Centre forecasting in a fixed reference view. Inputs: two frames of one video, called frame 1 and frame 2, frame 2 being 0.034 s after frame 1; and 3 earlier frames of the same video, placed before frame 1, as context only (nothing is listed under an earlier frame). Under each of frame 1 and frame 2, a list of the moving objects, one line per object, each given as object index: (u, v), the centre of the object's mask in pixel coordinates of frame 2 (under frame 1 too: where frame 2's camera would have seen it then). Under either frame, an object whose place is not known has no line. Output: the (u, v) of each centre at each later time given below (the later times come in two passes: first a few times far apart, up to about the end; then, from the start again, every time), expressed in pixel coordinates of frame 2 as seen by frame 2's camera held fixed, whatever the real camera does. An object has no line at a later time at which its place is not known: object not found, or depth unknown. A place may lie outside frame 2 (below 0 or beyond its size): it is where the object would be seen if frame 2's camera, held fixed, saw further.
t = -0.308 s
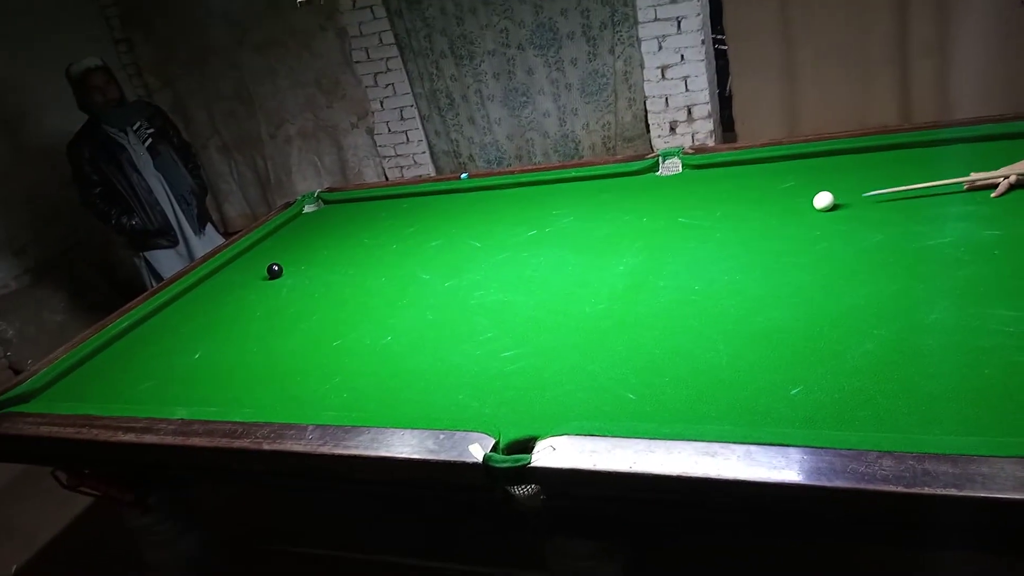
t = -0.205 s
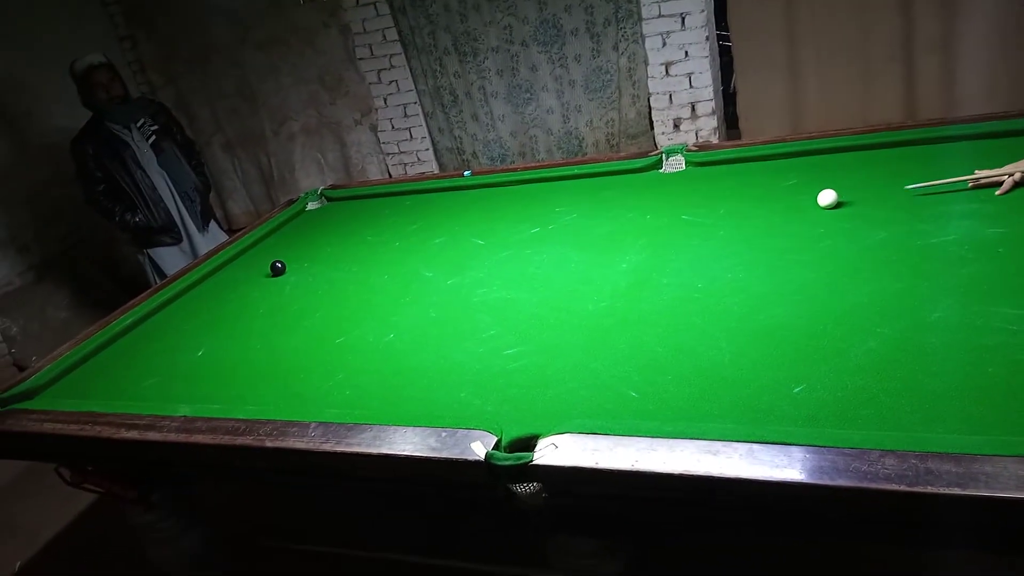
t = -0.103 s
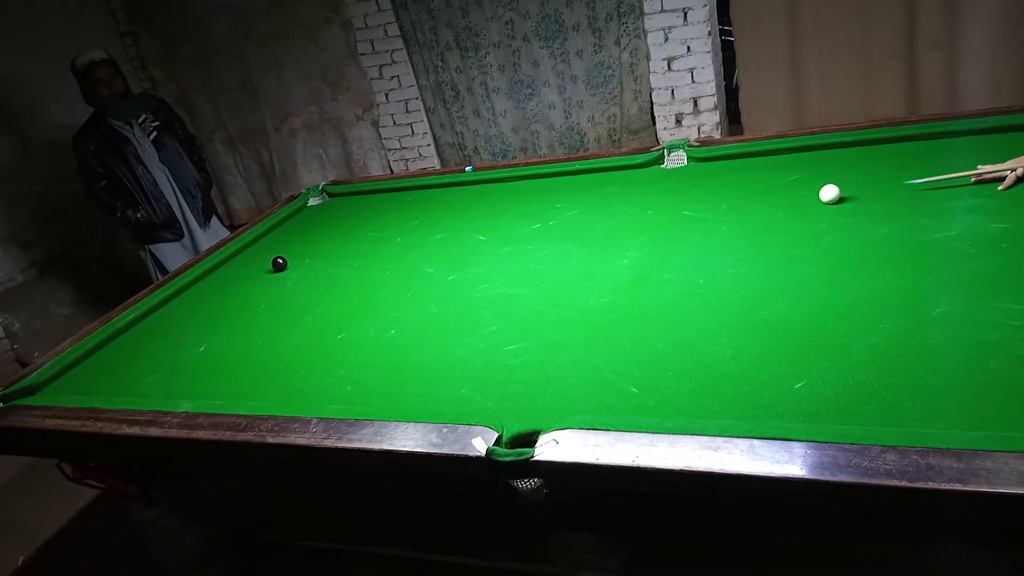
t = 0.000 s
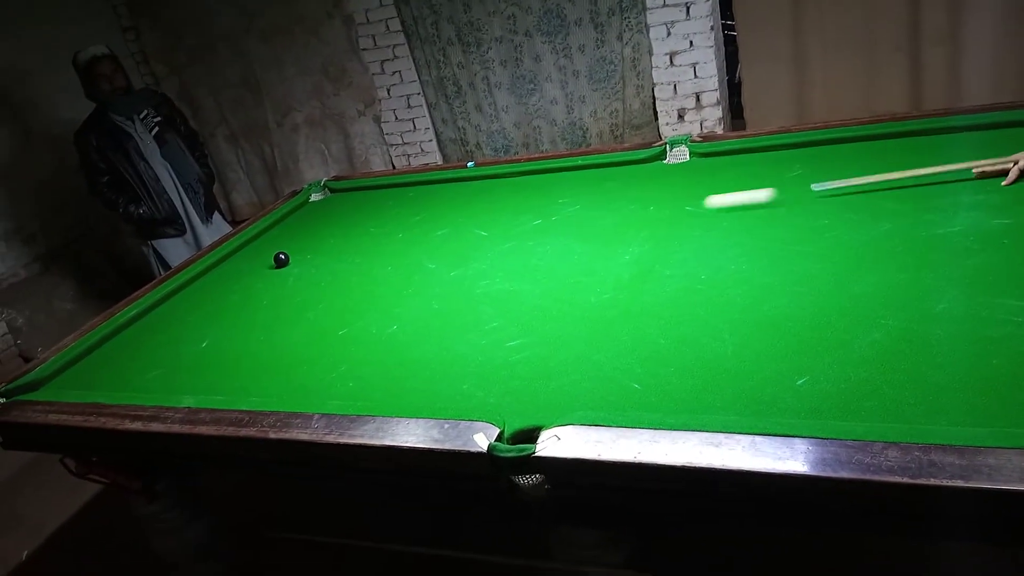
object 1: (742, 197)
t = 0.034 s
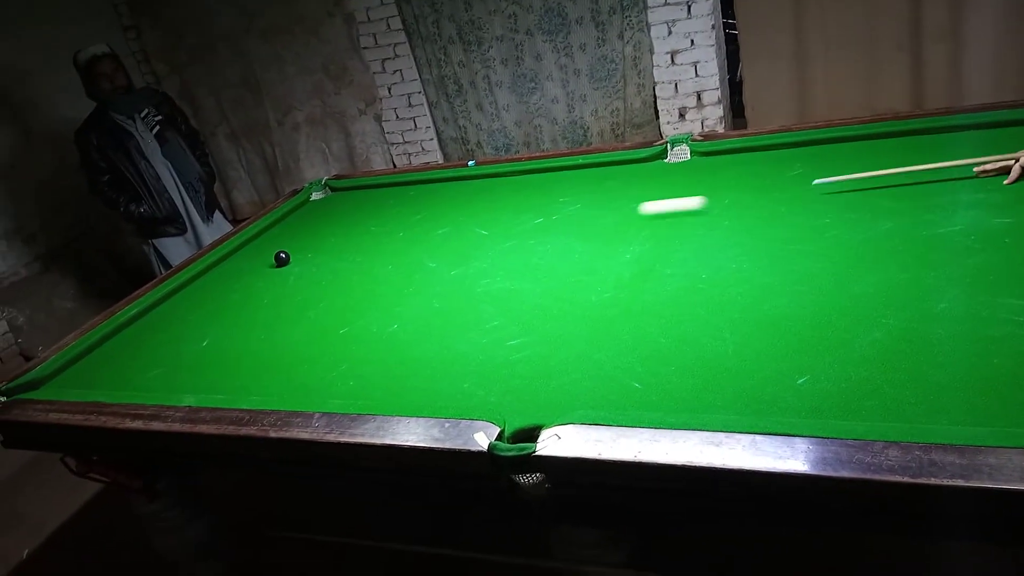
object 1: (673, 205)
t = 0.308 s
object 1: (278, 246)
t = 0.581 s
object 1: (397, 209)
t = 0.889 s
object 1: (583, 169)
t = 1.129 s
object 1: (705, 164)
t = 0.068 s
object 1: (608, 213)
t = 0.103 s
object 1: (549, 220)
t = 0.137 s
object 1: (495, 227)
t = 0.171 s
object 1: (442, 233)
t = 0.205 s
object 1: (393, 239)
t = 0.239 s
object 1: (347, 244)
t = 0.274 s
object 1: (306, 248)
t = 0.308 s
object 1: (278, 246)
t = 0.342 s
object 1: (260, 242)
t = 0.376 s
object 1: (260, 237)
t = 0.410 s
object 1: (284, 232)
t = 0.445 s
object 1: (309, 227)
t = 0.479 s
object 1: (331, 222)
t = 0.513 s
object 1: (355, 217)
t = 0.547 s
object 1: (376, 213)
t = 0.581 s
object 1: (397, 209)
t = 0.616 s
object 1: (418, 204)
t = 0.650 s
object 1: (438, 200)
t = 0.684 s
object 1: (459, 196)
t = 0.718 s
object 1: (479, 191)
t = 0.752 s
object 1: (500, 187)
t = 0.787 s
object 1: (520, 182)
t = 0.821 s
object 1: (541, 178)
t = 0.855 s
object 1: (562, 173)
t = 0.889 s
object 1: (583, 169)
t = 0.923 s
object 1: (603, 164)
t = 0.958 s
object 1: (621, 163)
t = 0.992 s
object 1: (636, 164)
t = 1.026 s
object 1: (653, 164)
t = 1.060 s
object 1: (669, 164)
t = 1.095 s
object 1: (687, 164)
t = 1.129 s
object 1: (705, 164)
